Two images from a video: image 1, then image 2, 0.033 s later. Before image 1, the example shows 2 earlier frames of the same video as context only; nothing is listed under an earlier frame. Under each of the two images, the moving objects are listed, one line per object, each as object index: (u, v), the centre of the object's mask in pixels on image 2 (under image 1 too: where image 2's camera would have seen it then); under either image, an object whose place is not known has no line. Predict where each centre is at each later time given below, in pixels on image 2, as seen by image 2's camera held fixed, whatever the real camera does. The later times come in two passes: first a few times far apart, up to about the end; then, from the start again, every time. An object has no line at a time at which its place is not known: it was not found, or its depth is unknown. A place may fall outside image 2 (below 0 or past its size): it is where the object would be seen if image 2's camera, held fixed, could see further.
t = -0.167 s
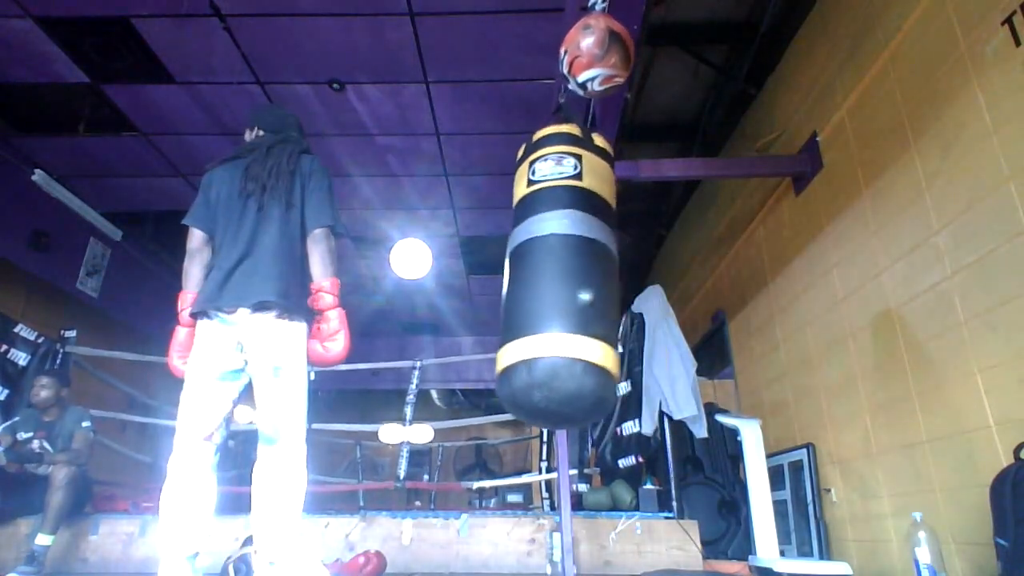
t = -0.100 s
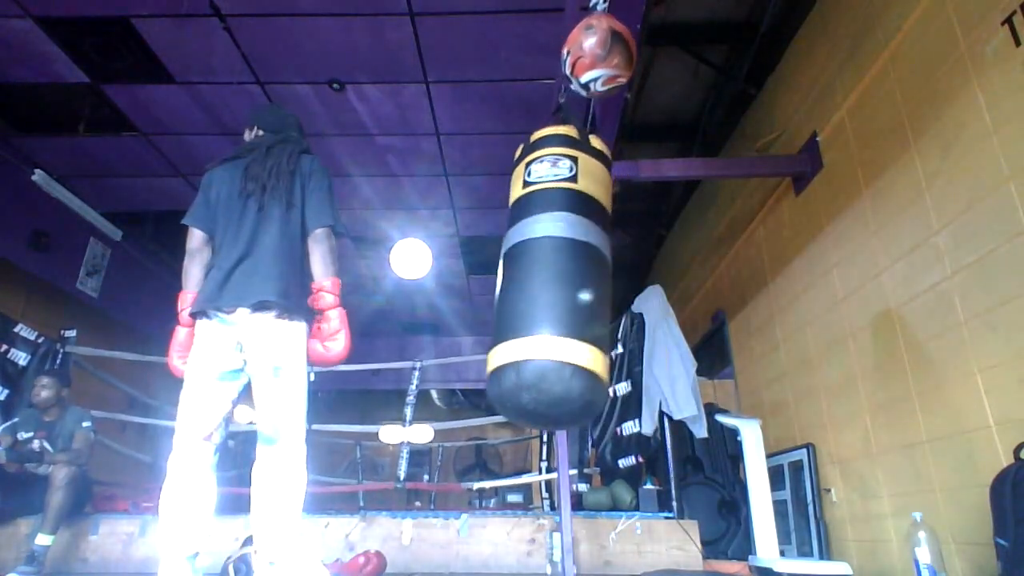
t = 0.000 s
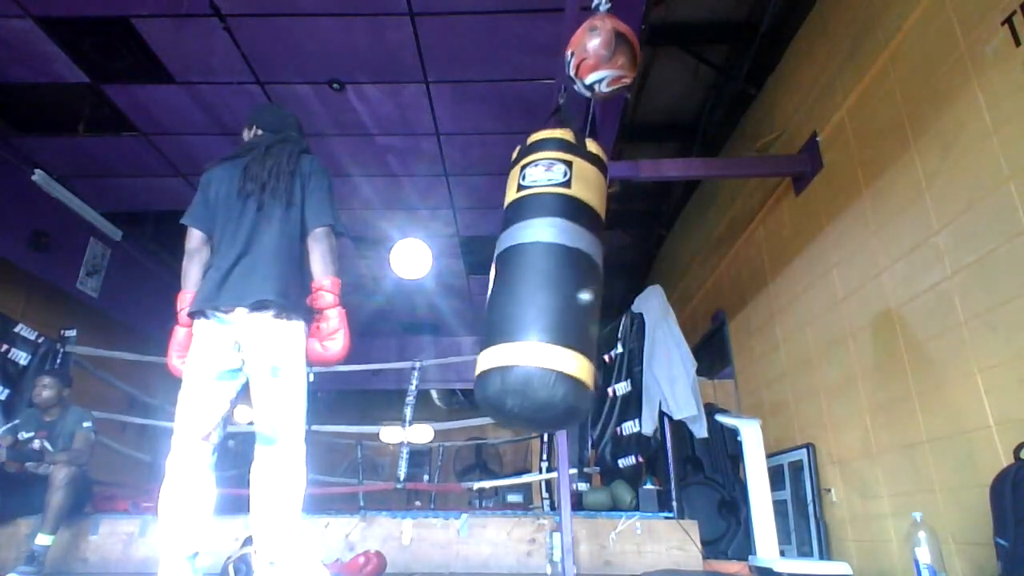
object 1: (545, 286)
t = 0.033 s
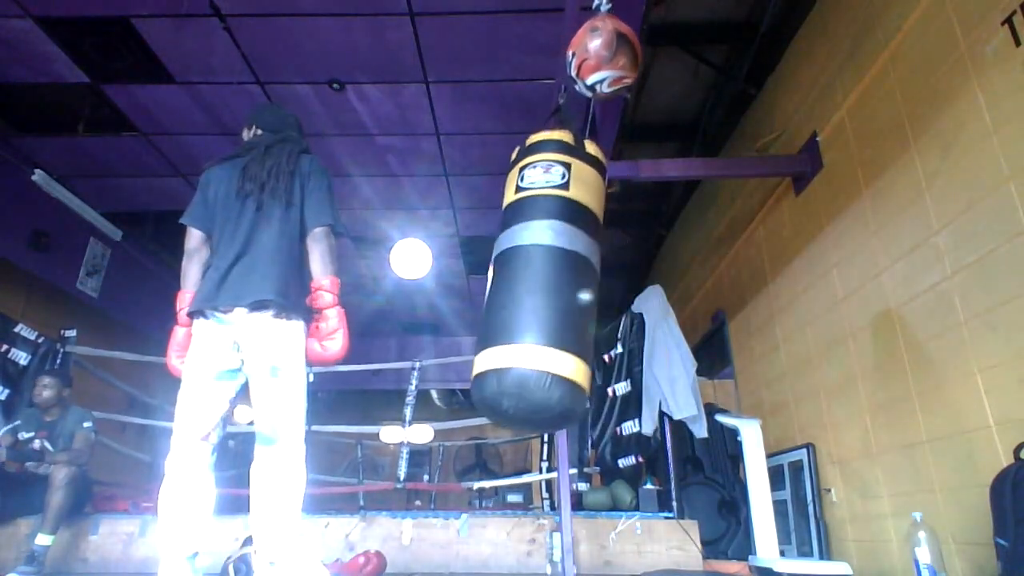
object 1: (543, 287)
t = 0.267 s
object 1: (535, 294)
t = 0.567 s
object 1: (548, 301)
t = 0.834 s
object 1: (570, 302)
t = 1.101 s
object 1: (594, 300)
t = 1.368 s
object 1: (605, 294)
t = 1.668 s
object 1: (593, 285)
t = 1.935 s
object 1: (565, 283)
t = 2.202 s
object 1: (541, 287)
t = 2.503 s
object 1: (537, 296)
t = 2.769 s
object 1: (553, 302)
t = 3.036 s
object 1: (576, 303)
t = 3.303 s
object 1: (597, 300)
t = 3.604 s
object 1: (605, 292)
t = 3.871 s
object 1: (588, 285)
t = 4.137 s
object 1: (560, 284)
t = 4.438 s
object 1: (537, 290)
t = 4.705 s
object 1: (540, 298)
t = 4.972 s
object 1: (558, 302)
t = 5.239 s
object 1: (582, 302)
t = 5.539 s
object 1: (602, 297)
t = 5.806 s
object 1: (602, 290)
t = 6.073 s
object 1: (581, 283)
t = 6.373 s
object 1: (550, 285)
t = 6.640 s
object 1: (537, 292)
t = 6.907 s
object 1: (543, 299)
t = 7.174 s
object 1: (563, 302)
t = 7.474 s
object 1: (589, 301)
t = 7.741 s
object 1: (603, 296)
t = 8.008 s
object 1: (599, 288)
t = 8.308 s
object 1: (572, 283)
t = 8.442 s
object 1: (557, 284)
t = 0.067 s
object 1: (541, 288)
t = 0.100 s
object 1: (539, 289)
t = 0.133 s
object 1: (537, 290)
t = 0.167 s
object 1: (537, 291)
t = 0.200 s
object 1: (536, 292)
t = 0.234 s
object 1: (536, 293)
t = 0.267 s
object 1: (535, 294)
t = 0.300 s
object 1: (536, 295)
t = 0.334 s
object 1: (536, 296)
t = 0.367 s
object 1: (537, 297)
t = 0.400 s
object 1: (538, 298)
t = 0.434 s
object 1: (540, 298)
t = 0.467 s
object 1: (541, 299)
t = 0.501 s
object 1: (543, 300)
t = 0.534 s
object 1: (546, 300)
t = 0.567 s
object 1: (548, 301)
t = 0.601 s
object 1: (550, 301)
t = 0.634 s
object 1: (553, 301)
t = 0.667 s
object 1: (556, 302)
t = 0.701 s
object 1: (559, 302)
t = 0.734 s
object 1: (562, 302)
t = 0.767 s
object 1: (565, 302)
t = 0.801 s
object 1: (568, 302)
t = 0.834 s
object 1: (570, 302)
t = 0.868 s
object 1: (574, 302)
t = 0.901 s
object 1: (577, 302)
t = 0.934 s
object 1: (580, 302)
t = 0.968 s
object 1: (583, 302)
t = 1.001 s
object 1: (586, 301)
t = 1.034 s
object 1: (588, 301)
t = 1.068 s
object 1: (591, 300)
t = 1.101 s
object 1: (594, 300)
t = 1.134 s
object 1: (596, 299)
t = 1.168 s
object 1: (598, 299)
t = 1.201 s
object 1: (600, 298)
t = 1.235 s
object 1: (601, 298)
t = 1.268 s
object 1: (603, 297)
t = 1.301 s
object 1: (604, 296)
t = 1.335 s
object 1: (604, 295)
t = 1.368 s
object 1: (605, 294)
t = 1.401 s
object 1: (605, 293)
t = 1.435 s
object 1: (605, 292)
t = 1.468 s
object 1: (604, 291)
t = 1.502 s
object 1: (603, 290)
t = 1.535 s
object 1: (602, 289)
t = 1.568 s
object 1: (600, 288)
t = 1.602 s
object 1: (598, 287)
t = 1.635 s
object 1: (596, 286)
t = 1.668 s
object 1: (593, 285)
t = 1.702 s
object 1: (590, 284)
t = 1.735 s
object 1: (587, 284)
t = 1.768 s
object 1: (583, 283)
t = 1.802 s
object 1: (580, 283)
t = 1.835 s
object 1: (577, 284)
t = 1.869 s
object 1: (573, 283)
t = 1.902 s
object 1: (569, 283)
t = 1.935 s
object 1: (565, 283)
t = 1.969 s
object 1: (562, 283)
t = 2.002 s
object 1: (558, 284)
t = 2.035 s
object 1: (555, 284)
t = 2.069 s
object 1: (552, 285)
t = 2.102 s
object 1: (549, 285)
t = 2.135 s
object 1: (546, 286)
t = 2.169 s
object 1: (544, 287)
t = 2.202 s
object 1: (541, 287)
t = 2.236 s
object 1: (540, 288)
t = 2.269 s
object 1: (538, 289)
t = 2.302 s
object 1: (537, 290)
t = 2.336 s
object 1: (536, 292)
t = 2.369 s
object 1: (536, 292)
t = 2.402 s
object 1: (536, 293)
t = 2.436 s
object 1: (536, 295)
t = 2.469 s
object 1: (537, 295)
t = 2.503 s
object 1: (537, 296)
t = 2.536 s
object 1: (538, 297)
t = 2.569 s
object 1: (540, 298)
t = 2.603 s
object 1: (541, 299)
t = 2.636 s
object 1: (543, 300)
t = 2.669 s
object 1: (545, 300)
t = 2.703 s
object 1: (548, 301)
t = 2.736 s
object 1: (550, 301)
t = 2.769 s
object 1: (553, 302)
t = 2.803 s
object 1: (555, 302)
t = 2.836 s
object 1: (558, 302)
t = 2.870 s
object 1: (561, 302)
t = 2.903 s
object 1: (564, 303)
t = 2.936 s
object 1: (567, 303)
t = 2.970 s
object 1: (570, 302)
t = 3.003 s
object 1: (573, 303)
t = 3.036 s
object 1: (576, 303)
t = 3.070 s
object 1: (579, 303)
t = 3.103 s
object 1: (583, 302)
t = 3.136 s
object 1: (585, 302)
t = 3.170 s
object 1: (588, 301)
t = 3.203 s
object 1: (590, 301)
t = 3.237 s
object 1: (593, 301)
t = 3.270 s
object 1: (595, 300)
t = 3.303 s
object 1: (597, 300)
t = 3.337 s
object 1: (599, 299)
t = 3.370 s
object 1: (601, 298)
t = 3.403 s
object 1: (602, 297)
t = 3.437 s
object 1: (603, 297)
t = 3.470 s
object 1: (604, 296)
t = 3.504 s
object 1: (605, 295)
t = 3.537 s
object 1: (605, 294)
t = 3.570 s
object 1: (605, 293)
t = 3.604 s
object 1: (605, 292)
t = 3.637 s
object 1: (604, 291)
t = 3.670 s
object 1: (602, 290)
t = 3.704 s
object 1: (601, 289)
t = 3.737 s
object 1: (599, 288)
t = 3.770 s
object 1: (597, 287)
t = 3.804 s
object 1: (594, 286)
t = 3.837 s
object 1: (591, 285)
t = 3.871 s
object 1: (588, 285)
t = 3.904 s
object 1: (584, 284)
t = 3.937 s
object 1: (581, 283)
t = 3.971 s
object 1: (578, 284)
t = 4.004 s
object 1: (574, 284)
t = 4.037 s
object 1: (571, 283)
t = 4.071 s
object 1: (567, 283)
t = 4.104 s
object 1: (563, 283)
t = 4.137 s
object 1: (560, 284)
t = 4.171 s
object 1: (556, 284)
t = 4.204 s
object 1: (553, 285)
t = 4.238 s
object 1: (550, 285)
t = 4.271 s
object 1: (548, 286)
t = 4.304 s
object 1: (545, 287)
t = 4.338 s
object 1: (542, 288)
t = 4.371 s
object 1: (540, 289)
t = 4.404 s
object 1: (539, 289)
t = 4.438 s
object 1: (537, 290)
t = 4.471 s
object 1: (537, 291)
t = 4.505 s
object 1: (536, 292)
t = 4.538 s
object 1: (536, 293)
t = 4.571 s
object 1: (536, 294)
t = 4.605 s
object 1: (537, 295)
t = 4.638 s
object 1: (537, 296)
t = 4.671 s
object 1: (538, 297)
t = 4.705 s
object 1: (540, 298)
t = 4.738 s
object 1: (541, 299)
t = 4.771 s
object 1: (543, 300)
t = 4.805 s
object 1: (545, 300)
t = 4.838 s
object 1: (547, 301)
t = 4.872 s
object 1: (550, 301)
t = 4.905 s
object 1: (552, 302)
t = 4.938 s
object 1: (555, 302)
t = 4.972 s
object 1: (558, 302)
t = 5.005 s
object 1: (561, 302)
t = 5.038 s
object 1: (563, 302)
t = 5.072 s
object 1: (566, 303)
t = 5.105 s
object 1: (569, 302)
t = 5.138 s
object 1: (573, 303)
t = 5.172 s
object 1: (576, 302)
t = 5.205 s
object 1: (579, 302)
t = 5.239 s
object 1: (582, 302)
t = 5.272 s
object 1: (584, 301)
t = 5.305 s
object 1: (587, 301)
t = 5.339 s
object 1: (590, 301)
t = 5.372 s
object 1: (592, 300)
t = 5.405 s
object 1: (594, 300)
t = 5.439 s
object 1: (596, 299)
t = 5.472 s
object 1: (598, 299)
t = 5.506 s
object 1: (600, 298)
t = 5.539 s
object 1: (602, 297)
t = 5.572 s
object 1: (603, 297)
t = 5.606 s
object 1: (604, 296)
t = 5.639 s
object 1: (604, 295)
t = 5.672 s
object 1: (605, 294)
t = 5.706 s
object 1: (604, 293)
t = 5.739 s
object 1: (604, 292)
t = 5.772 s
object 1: (603, 291)
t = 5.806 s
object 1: (602, 290)
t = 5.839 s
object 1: (601, 289)
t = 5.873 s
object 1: (599, 288)
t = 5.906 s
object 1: (597, 287)
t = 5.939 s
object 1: (594, 286)
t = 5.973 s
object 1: (591, 285)
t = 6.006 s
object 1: (588, 284)
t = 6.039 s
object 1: (585, 284)
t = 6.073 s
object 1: (581, 283)
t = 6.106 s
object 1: (578, 283)
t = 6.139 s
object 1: (575, 283)
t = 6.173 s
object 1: (571, 283)
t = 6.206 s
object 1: (567, 283)
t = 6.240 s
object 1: (563, 283)
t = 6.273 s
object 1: (560, 283)
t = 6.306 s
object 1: (557, 283)
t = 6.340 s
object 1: (553, 285)
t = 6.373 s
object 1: (550, 285)
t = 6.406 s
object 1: (548, 285)
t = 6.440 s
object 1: (545, 287)
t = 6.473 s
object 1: (543, 287)
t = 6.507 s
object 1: (541, 288)
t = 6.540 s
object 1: (539, 289)
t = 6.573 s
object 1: (538, 290)
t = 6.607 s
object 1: (537, 291)
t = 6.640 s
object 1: (537, 292)
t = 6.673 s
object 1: (536, 293)
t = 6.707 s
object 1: (536, 294)
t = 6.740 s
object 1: (537, 295)
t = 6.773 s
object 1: (537, 296)
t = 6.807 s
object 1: (538, 297)
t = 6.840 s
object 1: (539, 297)
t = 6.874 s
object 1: (541, 298)
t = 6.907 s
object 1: (543, 299)
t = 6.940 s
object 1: (545, 300)
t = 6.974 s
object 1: (547, 300)
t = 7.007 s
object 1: (549, 300)
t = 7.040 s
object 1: (552, 301)
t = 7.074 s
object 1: (555, 301)
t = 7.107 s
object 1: (557, 301)
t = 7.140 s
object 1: (560, 302)
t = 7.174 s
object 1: (563, 302)
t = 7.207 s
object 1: (566, 302)
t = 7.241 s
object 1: (569, 302)
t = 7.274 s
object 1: (572, 302)
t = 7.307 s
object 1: (575, 302)
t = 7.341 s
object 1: (578, 302)
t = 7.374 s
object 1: (581, 302)
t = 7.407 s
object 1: (584, 301)
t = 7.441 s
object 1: (587, 301)
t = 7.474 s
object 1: (589, 301)
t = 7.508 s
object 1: (592, 300)
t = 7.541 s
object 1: (594, 300)
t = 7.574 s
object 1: (596, 299)
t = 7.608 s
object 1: (598, 299)
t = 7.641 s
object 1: (600, 298)
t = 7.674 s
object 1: (601, 297)
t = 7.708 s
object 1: (603, 297)
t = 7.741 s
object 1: (603, 296)
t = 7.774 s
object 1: (604, 295)
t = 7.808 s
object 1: (604, 294)
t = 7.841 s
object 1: (604, 293)
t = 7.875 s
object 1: (604, 292)
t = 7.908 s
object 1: (603, 291)
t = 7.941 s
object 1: (602, 290)
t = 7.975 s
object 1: (601, 289)
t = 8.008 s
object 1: (599, 288)
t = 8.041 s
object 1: (597, 287)
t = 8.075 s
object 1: (595, 286)
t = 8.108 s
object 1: (592, 286)
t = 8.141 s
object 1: (589, 285)
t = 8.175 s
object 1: (586, 284)
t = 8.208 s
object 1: (582, 284)
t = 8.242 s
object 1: (579, 284)
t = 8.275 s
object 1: (576, 284)
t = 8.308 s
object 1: (572, 283)
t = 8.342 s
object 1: (568, 283)
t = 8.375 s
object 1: (564, 283)
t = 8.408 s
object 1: (561, 283)
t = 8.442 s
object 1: (557, 284)
